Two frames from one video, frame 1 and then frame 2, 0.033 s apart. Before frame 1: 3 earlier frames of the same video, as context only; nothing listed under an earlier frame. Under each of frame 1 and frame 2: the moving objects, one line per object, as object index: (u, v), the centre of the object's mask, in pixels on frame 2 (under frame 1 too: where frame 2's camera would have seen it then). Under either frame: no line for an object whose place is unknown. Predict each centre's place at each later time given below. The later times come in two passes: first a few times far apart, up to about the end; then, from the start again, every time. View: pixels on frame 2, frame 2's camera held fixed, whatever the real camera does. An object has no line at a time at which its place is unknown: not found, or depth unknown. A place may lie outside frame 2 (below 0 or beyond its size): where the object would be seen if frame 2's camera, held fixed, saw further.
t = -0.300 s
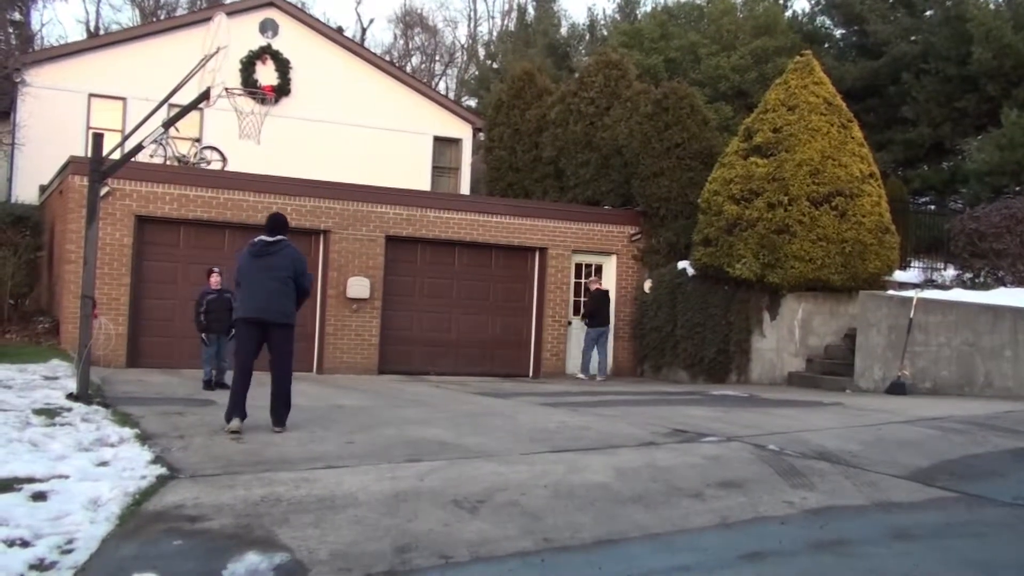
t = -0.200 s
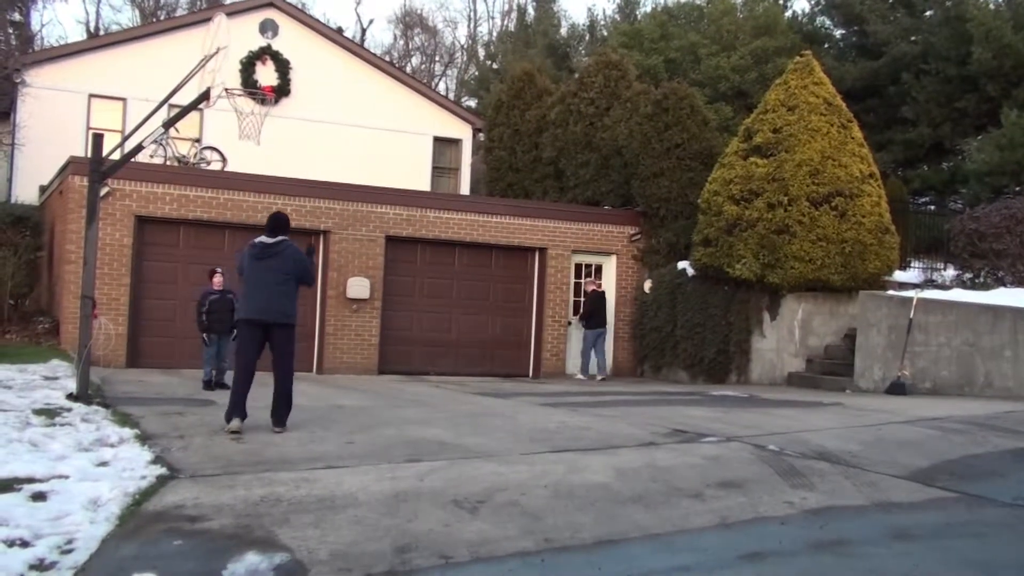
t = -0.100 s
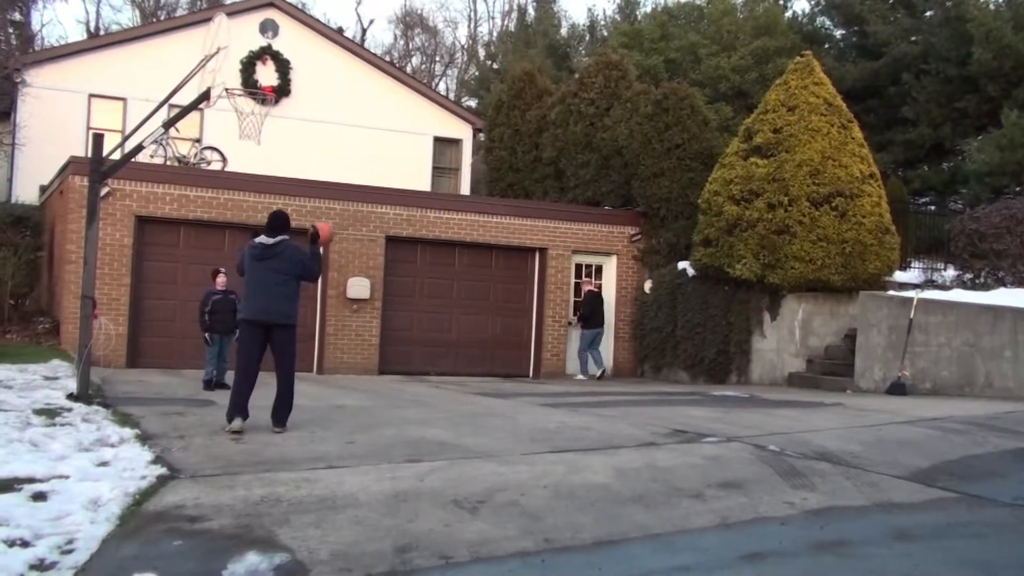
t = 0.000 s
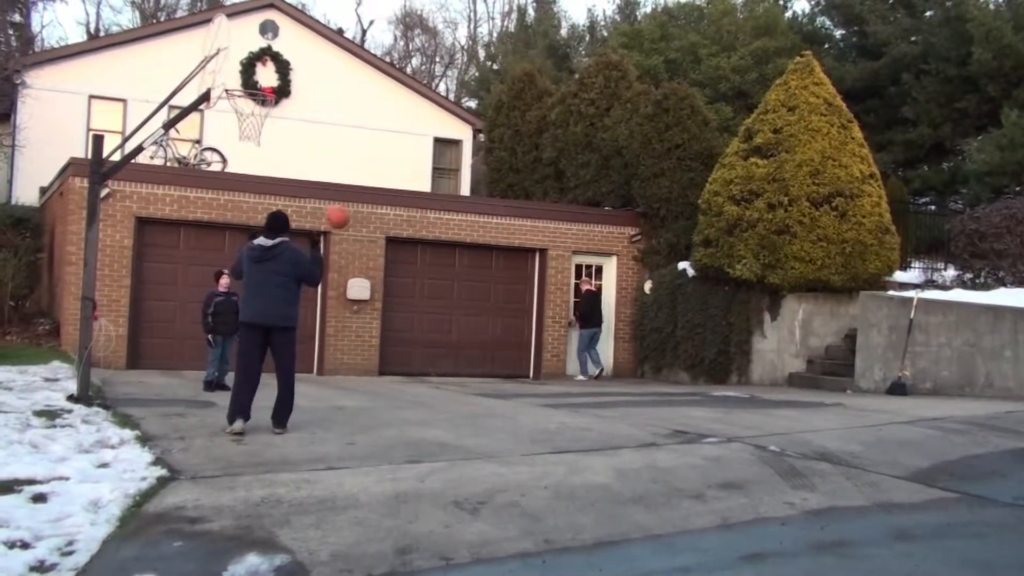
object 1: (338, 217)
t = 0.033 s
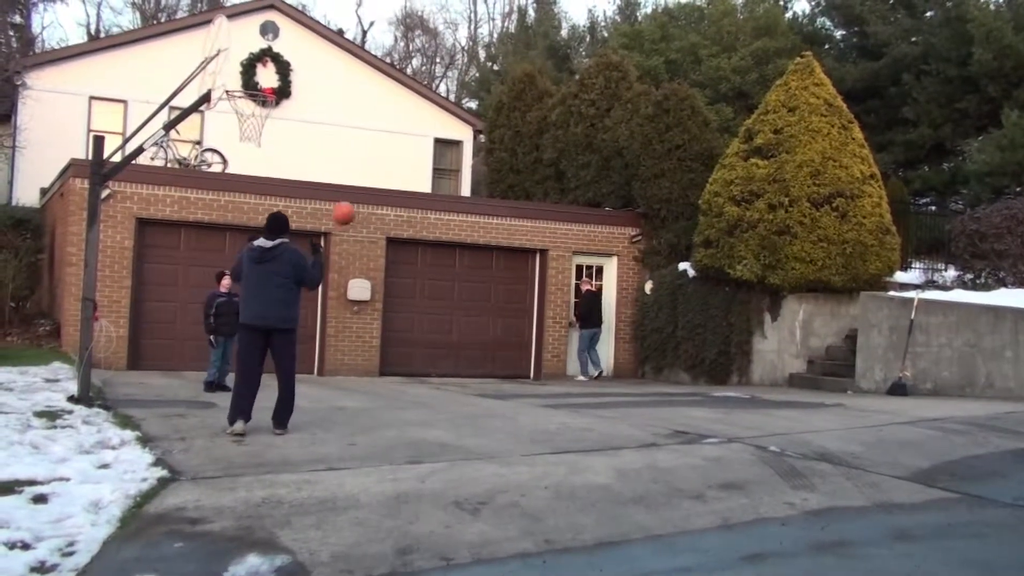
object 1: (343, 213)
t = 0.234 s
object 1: (369, 213)
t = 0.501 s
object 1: (398, 266)
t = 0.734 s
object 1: (417, 355)
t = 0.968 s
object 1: (429, 335)
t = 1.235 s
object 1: (438, 297)
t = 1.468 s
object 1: (444, 311)
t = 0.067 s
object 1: (348, 211)
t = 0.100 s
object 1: (352, 209)
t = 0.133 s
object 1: (357, 209)
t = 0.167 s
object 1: (361, 209)
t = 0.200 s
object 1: (364, 211)
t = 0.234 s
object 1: (369, 213)
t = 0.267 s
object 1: (374, 217)
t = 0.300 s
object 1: (376, 222)
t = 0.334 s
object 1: (379, 226)
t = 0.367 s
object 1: (384, 233)
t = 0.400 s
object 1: (388, 240)
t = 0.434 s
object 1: (391, 248)
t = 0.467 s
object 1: (394, 257)
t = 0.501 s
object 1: (398, 266)
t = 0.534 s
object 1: (400, 276)
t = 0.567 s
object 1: (403, 287)
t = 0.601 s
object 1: (406, 300)
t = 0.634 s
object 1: (409, 312)
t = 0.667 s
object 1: (411, 325)
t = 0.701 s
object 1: (415, 340)
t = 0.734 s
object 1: (417, 355)
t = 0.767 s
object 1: (419, 371)
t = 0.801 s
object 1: (421, 387)
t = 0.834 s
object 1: (423, 377)
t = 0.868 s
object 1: (424, 365)
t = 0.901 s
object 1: (426, 353)
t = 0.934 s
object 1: (427, 344)
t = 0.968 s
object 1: (429, 335)
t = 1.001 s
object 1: (430, 326)
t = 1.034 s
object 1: (431, 320)
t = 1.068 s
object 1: (432, 313)
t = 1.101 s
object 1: (434, 309)
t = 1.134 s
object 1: (435, 305)
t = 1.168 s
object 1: (436, 301)
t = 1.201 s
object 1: (437, 299)
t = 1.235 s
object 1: (438, 297)
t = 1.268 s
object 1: (439, 297)
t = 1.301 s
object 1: (439, 297)
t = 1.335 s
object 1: (440, 298)
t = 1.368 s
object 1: (441, 299)
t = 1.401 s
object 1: (442, 302)
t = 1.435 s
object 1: (443, 307)
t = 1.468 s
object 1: (444, 311)
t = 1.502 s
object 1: (444, 317)
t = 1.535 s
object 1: (445, 324)
